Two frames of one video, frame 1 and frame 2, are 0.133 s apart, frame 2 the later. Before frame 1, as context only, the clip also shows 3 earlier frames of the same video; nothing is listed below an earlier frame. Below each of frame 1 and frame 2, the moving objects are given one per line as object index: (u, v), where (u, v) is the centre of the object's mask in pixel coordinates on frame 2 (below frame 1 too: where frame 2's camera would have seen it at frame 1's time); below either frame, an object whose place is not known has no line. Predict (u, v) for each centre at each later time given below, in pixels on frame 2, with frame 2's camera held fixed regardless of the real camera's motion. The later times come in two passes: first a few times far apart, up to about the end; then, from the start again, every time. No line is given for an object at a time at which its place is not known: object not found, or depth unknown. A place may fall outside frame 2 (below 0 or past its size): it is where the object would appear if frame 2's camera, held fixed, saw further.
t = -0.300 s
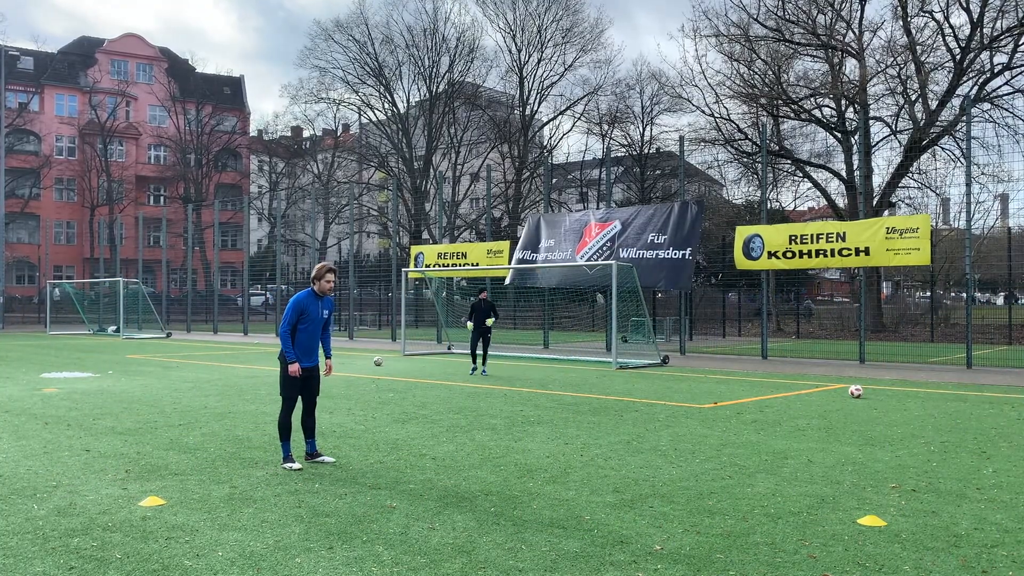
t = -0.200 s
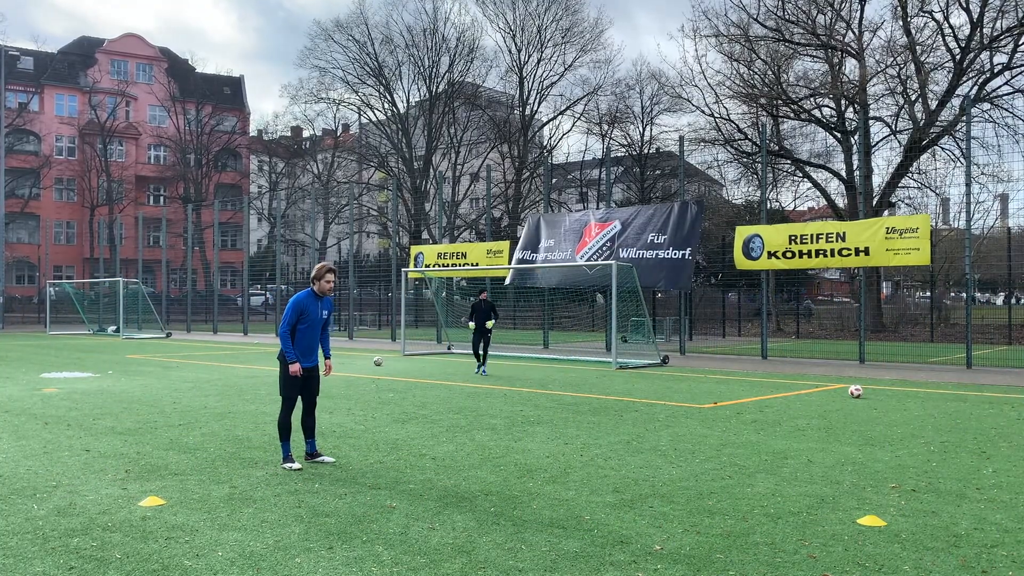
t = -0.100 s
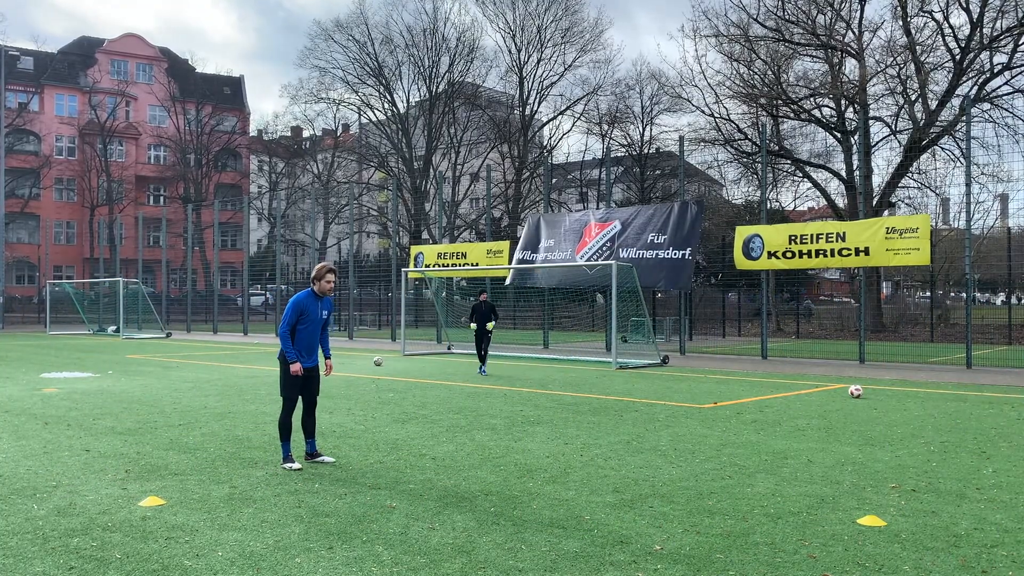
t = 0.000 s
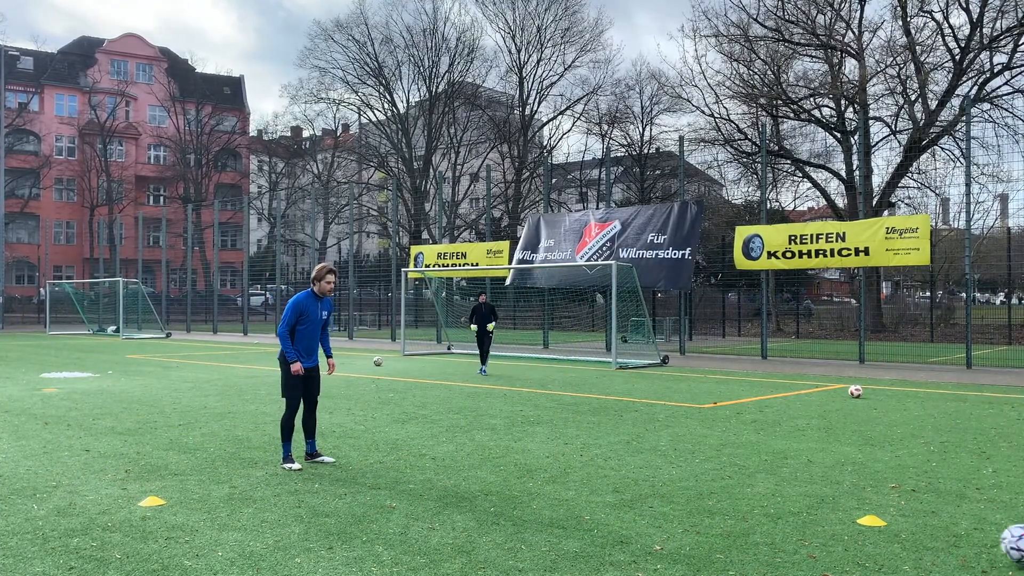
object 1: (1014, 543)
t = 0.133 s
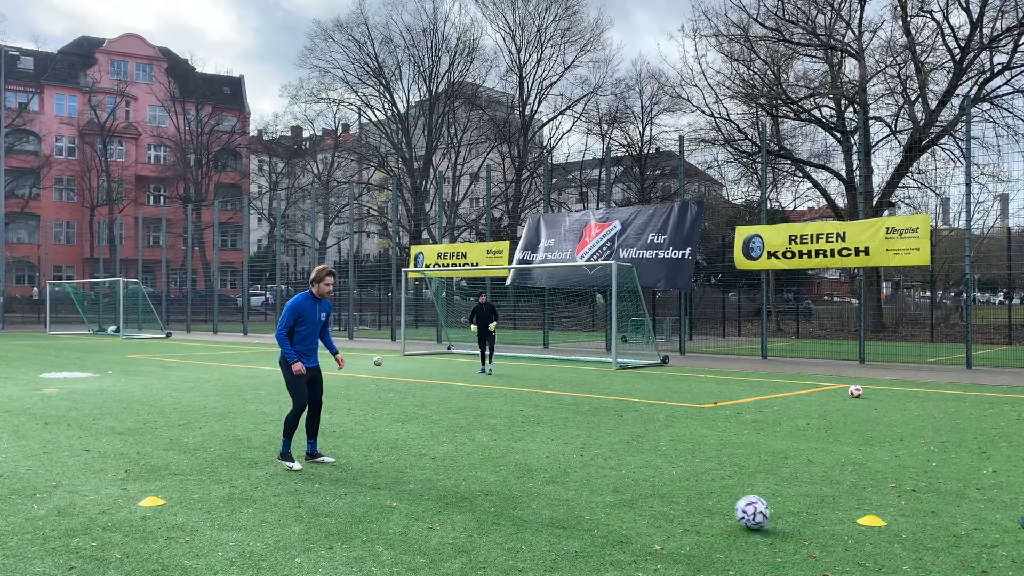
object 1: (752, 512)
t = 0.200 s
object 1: (650, 496)
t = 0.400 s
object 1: (419, 467)
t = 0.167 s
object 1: (700, 503)
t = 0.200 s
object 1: (650, 496)
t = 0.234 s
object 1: (604, 491)
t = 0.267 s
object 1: (561, 487)
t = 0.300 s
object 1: (521, 483)
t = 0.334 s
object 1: (485, 476)
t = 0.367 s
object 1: (451, 470)
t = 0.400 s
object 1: (419, 467)
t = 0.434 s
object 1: (388, 465)
